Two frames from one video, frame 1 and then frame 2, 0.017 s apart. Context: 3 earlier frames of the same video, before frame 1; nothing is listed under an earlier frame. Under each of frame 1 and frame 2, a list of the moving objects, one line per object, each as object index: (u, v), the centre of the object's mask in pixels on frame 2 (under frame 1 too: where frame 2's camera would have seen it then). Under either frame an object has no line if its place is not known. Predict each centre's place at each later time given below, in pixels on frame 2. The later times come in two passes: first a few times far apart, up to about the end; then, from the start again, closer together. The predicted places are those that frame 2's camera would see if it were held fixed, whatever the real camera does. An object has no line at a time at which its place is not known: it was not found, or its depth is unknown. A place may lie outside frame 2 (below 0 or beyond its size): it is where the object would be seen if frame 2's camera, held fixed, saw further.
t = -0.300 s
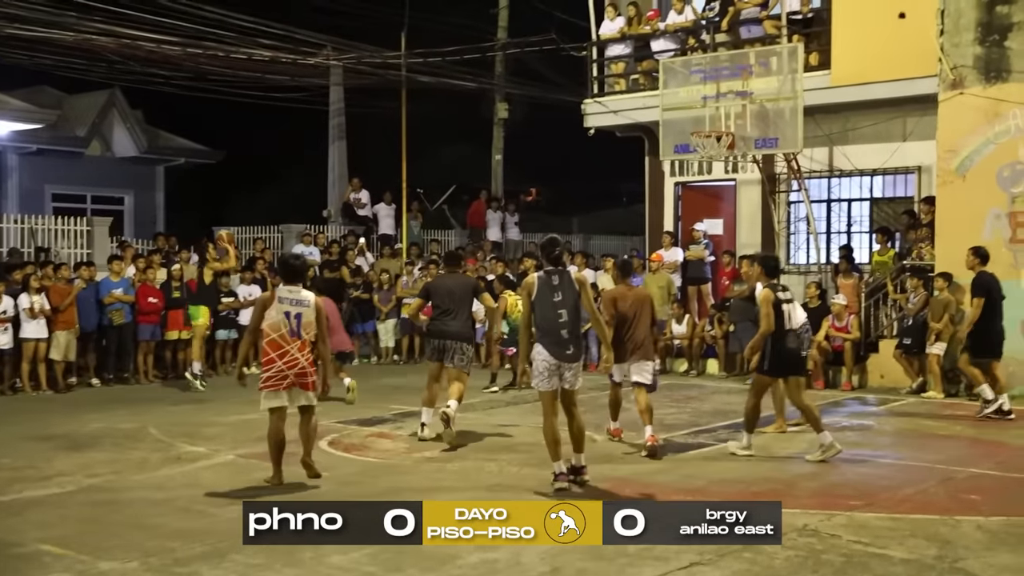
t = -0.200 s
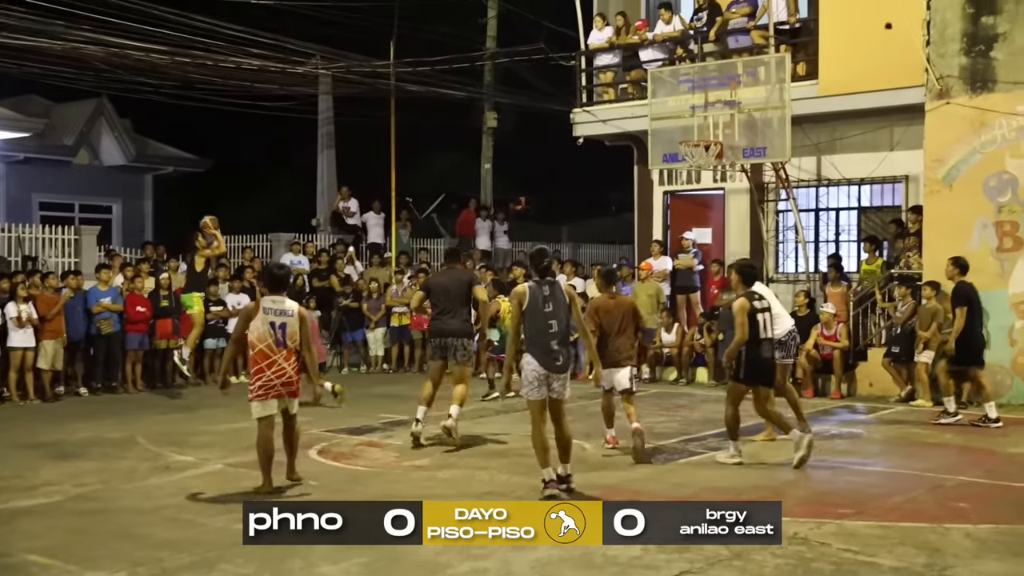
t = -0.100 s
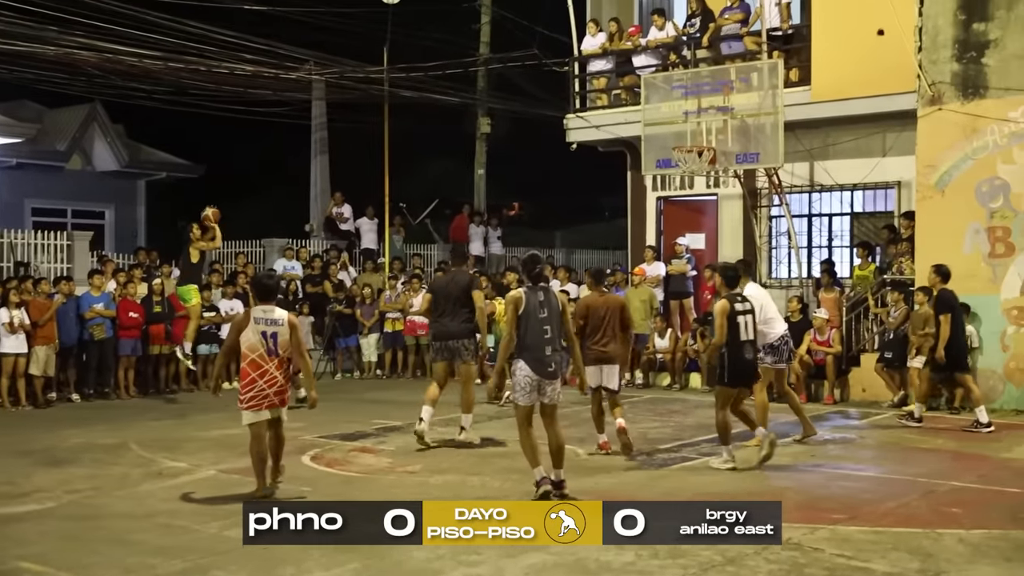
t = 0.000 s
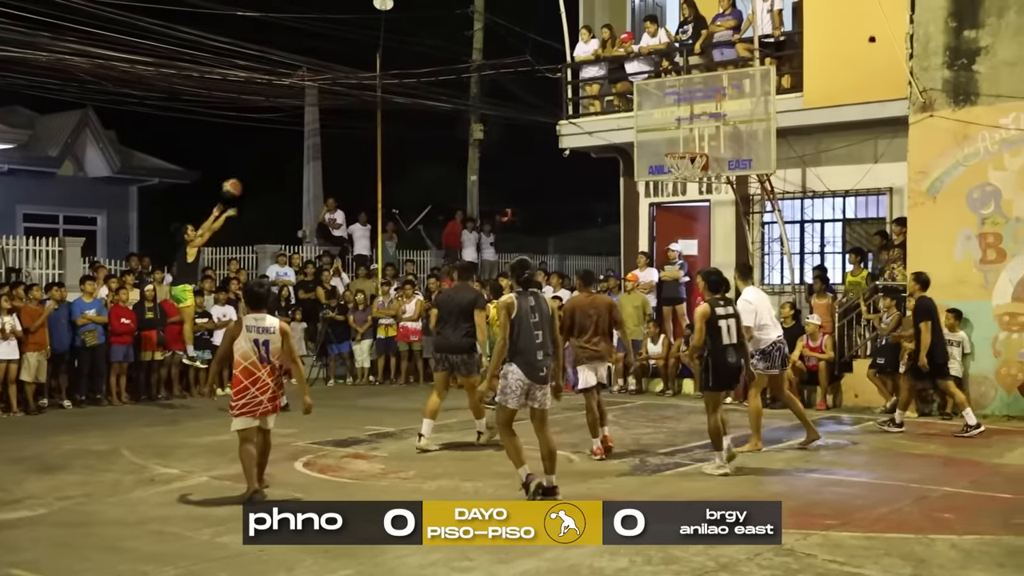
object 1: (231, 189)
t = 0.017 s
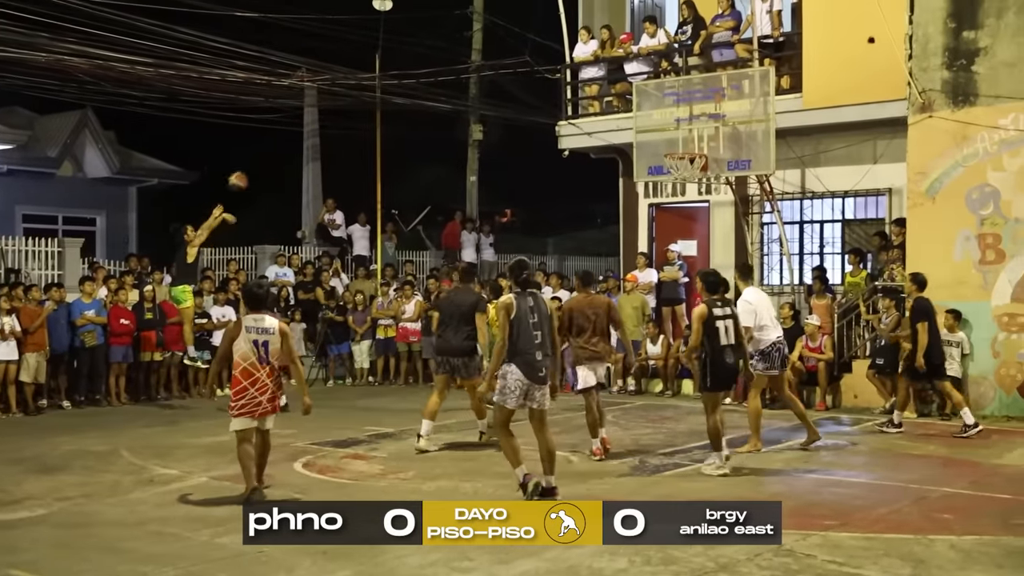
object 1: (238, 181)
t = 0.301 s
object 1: (354, 88)
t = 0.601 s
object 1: (479, 58)
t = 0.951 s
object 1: (629, 112)
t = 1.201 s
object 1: (714, 138)
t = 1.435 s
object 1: (781, 158)
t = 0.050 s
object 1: (251, 167)
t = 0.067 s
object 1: (258, 161)
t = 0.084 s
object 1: (265, 154)
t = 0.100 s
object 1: (272, 148)
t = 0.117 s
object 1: (278, 142)
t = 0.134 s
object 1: (285, 136)
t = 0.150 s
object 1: (292, 130)
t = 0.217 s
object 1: (320, 110)
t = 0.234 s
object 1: (326, 105)
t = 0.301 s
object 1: (354, 88)
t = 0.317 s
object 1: (360, 85)
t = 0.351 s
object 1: (374, 79)
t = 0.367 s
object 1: (382, 77)
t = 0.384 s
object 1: (389, 74)
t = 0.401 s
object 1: (395, 71)
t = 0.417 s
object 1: (402, 69)
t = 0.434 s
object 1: (409, 67)
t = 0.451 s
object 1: (416, 65)
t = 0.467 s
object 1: (423, 64)
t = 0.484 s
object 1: (430, 62)
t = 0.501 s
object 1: (437, 61)
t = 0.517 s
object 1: (444, 60)
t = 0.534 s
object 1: (451, 58)
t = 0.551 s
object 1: (458, 58)
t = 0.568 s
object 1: (465, 58)
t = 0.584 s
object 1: (472, 58)
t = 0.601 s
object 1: (479, 58)
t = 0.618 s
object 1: (486, 58)
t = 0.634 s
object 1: (493, 60)
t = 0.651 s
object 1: (500, 59)
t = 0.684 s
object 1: (514, 62)
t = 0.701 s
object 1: (521, 63)
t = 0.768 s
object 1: (549, 71)
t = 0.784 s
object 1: (556, 73)
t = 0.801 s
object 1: (564, 76)
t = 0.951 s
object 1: (629, 112)
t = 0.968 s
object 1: (636, 117)
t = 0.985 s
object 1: (643, 123)
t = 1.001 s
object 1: (650, 128)
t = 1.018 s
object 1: (658, 134)
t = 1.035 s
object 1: (666, 140)
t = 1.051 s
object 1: (674, 145)
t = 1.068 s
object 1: (677, 148)
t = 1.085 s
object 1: (681, 146)
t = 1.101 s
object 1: (687, 144)
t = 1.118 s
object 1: (690, 143)
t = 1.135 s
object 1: (696, 142)
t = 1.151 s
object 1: (700, 141)
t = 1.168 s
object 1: (706, 140)
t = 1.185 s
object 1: (710, 139)
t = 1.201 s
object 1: (714, 138)
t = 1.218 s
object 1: (719, 138)
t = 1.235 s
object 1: (724, 138)
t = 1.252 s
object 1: (728, 138)
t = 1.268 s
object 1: (733, 140)
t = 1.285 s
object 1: (738, 140)
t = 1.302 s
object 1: (743, 142)
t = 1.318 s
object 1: (748, 143)
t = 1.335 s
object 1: (753, 144)
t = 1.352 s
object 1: (758, 146)
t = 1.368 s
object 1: (762, 148)
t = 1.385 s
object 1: (766, 151)
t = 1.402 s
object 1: (771, 153)
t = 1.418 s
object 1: (774, 157)
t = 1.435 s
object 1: (781, 158)
